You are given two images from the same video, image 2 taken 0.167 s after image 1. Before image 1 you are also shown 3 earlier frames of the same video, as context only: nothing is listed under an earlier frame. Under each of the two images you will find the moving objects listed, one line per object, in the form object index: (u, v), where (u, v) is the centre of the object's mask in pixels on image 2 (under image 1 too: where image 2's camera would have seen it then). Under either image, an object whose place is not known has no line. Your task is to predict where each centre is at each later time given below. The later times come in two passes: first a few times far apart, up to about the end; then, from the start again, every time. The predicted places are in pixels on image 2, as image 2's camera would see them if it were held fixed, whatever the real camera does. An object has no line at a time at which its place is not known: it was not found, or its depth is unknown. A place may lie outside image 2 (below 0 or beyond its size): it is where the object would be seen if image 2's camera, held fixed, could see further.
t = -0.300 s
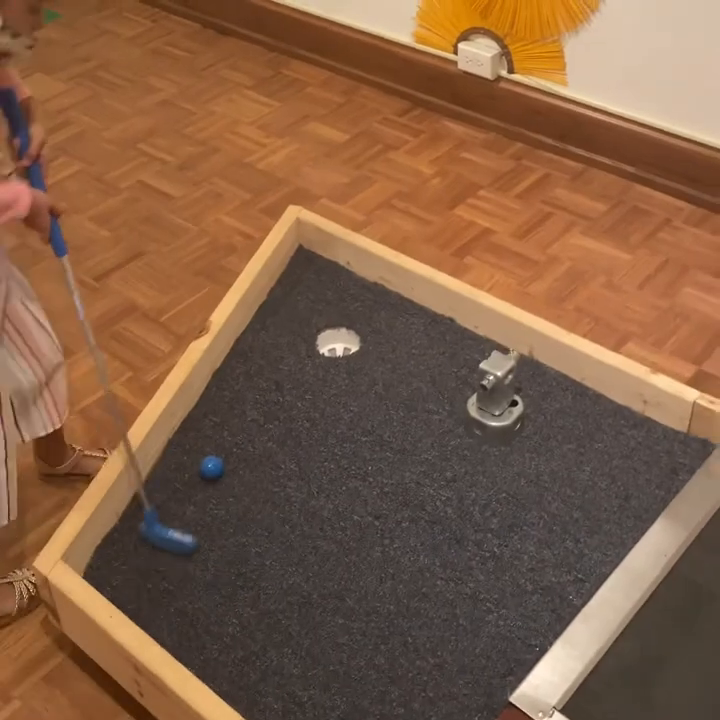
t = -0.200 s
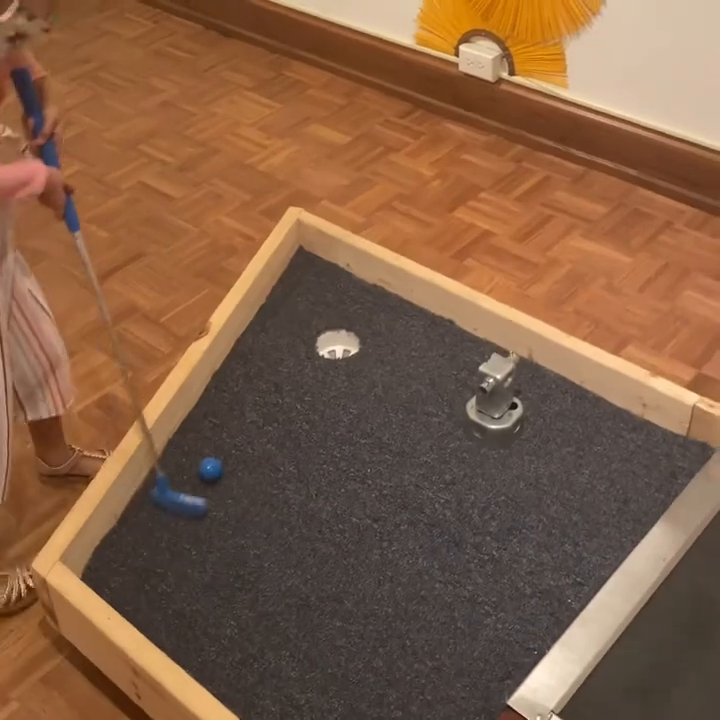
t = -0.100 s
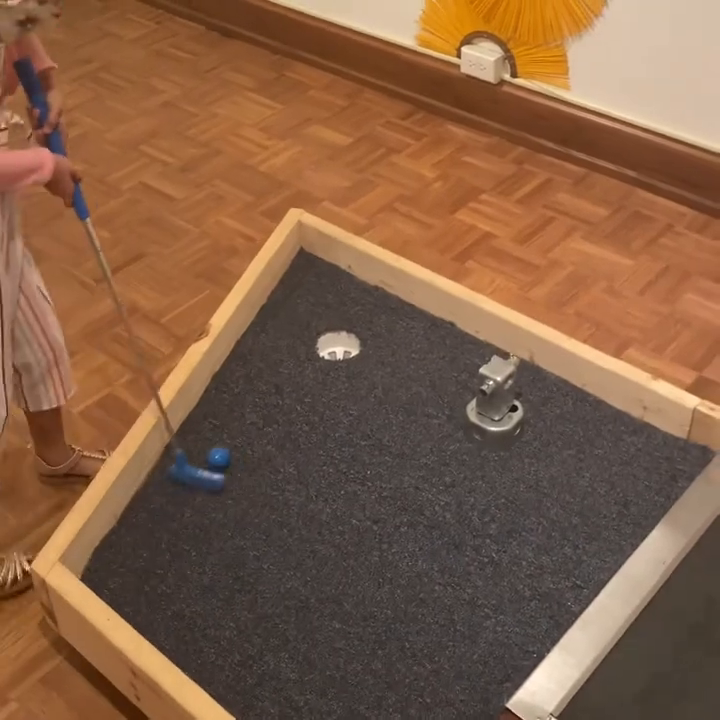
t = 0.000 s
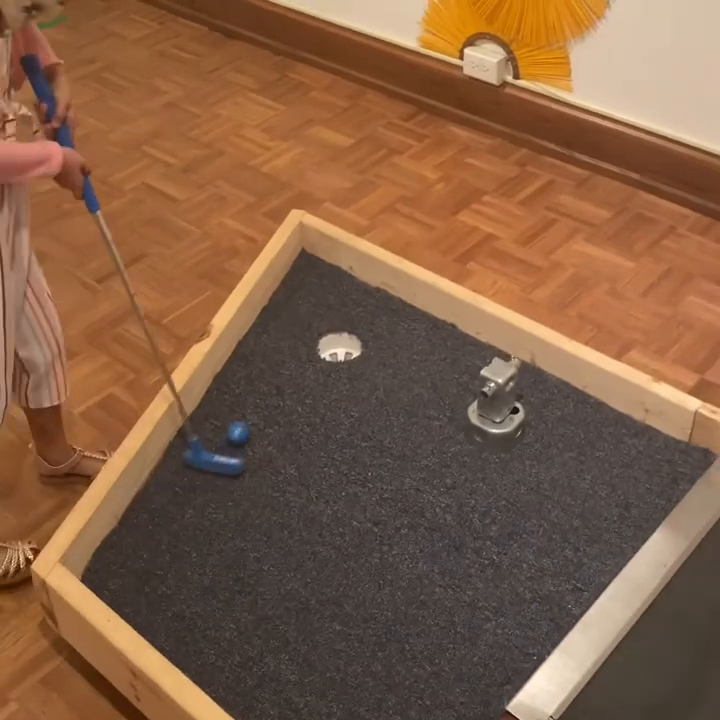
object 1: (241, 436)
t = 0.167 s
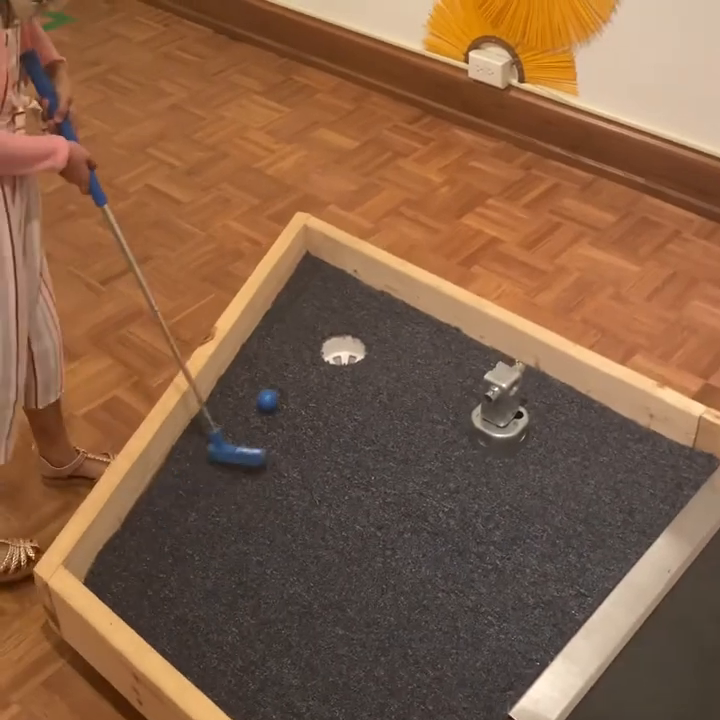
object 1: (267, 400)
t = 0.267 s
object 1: (281, 381)
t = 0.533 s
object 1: (312, 336)
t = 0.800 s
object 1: (335, 300)
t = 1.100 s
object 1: (344, 274)
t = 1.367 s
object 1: (319, 274)
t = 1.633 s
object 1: (298, 273)
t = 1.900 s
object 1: (302, 273)
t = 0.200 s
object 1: (272, 394)
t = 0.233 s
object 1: (276, 387)
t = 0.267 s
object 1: (281, 381)
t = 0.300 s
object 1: (286, 375)
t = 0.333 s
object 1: (290, 369)
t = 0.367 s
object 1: (294, 363)
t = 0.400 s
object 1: (298, 358)
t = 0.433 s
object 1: (302, 352)
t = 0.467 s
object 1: (306, 346)
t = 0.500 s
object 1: (308, 341)
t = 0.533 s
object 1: (312, 336)
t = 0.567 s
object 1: (315, 331)
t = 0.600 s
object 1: (319, 327)
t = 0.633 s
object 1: (322, 321)
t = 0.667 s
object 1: (324, 317)
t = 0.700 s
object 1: (327, 312)
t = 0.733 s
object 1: (331, 308)
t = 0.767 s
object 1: (333, 304)
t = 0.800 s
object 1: (335, 300)
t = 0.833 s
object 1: (338, 296)
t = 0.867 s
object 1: (339, 292)
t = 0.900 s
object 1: (342, 288)
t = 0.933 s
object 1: (344, 284)
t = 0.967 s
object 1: (345, 282)
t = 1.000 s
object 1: (346, 277)
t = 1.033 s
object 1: (348, 275)
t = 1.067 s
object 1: (347, 274)
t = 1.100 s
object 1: (344, 274)
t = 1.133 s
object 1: (341, 274)
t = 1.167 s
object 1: (338, 275)
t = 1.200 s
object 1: (334, 274)
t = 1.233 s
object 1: (330, 275)
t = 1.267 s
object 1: (328, 275)
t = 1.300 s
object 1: (326, 274)
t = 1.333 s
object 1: (322, 275)
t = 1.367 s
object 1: (319, 274)
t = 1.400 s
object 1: (316, 275)
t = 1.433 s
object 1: (314, 274)
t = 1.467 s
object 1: (311, 274)
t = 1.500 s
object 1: (306, 273)
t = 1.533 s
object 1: (302, 273)
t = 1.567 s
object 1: (301, 273)
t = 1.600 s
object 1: (298, 273)
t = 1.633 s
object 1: (298, 273)
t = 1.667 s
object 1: (298, 273)
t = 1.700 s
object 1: (299, 273)
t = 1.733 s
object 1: (300, 273)
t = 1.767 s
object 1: (301, 273)
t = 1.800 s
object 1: (301, 273)
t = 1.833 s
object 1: (302, 273)
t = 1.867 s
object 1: (302, 273)
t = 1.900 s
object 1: (302, 273)
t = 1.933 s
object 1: (302, 273)
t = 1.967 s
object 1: (302, 273)
